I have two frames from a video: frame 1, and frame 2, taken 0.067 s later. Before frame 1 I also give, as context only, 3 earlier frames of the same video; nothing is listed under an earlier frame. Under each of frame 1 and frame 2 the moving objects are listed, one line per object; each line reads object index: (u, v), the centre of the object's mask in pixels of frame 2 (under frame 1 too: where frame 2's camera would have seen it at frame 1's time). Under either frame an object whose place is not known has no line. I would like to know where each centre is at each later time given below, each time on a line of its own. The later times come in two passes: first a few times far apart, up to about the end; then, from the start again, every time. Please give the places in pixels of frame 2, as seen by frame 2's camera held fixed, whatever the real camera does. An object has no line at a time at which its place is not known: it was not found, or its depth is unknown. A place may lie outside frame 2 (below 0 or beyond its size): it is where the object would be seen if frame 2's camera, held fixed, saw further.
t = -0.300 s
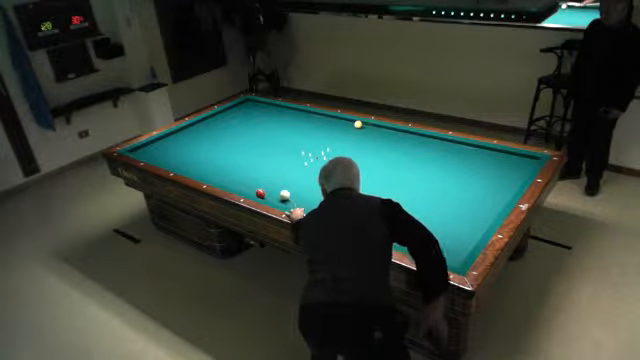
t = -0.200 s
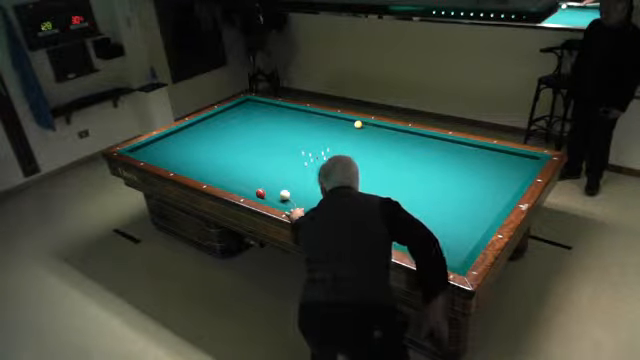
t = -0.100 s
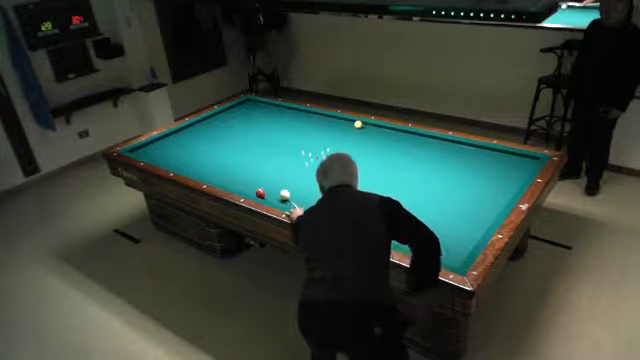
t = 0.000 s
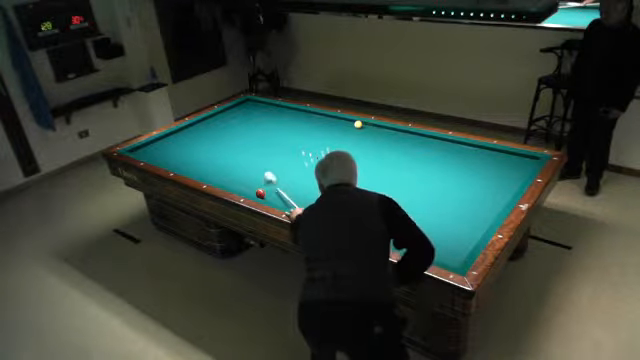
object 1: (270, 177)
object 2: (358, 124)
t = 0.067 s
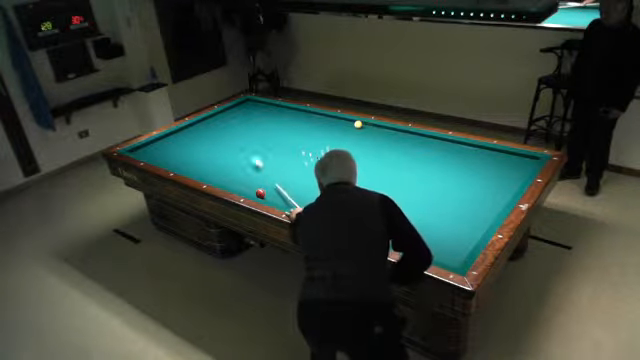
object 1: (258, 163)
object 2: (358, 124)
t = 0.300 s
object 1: (223, 124)
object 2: (358, 124)
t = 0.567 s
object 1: (261, 116)
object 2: (358, 124)
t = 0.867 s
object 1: (334, 120)
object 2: (358, 124)
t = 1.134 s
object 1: (357, 122)
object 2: (375, 134)
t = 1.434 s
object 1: (369, 124)
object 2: (403, 148)
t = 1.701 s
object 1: (380, 127)
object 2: (430, 162)
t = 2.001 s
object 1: (392, 130)
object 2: (463, 180)
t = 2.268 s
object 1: (404, 133)
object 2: (498, 199)
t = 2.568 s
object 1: (416, 136)
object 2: (472, 199)
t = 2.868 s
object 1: (429, 138)
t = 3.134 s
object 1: (440, 141)
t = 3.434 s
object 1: (453, 144)
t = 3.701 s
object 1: (464, 147)
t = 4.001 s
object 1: (476, 149)
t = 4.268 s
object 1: (487, 152)
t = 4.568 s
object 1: (499, 154)
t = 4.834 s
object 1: (510, 156)
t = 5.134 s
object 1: (522, 159)
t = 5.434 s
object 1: (532, 161)
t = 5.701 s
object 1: (526, 162)
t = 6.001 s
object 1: (520, 162)
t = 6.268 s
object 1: (515, 163)
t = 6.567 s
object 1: (510, 163)
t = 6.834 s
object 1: (506, 163)
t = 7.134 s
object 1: (503, 163)
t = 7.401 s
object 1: (500, 163)
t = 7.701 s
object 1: (498, 164)
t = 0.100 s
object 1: (251, 155)
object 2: (358, 124)
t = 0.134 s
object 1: (245, 149)
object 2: (358, 124)
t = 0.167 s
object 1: (241, 144)
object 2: (358, 124)
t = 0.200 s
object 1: (235, 138)
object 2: (358, 124)
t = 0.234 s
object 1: (231, 133)
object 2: (358, 124)
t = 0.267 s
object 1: (227, 128)
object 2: (358, 124)
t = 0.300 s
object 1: (223, 124)
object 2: (358, 124)
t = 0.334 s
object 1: (220, 119)
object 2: (358, 124)
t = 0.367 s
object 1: (216, 116)
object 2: (358, 124)
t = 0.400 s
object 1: (217, 113)
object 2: (358, 124)
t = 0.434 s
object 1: (226, 114)
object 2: (358, 124)
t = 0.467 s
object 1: (235, 115)
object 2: (358, 124)
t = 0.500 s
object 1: (243, 115)
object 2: (358, 124)
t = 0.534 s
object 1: (252, 116)
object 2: (358, 124)
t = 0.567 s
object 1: (261, 116)
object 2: (358, 124)
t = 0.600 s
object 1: (269, 117)
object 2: (358, 124)
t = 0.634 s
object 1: (277, 117)
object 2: (358, 124)
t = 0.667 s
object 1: (286, 118)
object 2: (358, 124)
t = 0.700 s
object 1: (294, 118)
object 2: (358, 124)
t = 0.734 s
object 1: (302, 119)
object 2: (358, 124)
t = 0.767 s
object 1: (310, 119)
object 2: (358, 124)
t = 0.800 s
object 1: (318, 119)
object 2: (358, 124)
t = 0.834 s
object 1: (326, 120)
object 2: (358, 124)
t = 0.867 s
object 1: (334, 120)
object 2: (358, 124)
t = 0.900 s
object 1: (342, 120)
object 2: (358, 124)
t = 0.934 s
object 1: (349, 120)
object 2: (358, 124)
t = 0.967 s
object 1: (353, 121)
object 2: (358, 124)
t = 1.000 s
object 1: (354, 122)
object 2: (362, 126)
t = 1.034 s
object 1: (354, 122)
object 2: (365, 128)
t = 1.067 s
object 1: (355, 122)
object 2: (368, 130)
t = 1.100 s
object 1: (356, 122)
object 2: (372, 132)
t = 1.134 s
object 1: (357, 122)
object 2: (375, 134)
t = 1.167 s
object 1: (358, 123)
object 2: (379, 135)
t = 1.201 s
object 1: (359, 123)
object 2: (381, 137)
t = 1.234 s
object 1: (361, 123)
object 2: (385, 139)
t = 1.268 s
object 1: (362, 123)
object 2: (388, 140)
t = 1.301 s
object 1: (363, 123)
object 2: (391, 142)
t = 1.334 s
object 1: (365, 124)
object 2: (394, 144)
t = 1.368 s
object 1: (367, 124)
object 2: (397, 145)
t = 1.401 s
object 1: (368, 124)
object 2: (400, 146)
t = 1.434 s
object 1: (369, 124)
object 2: (403, 148)
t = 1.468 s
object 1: (371, 124)
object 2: (406, 150)
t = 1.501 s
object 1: (372, 125)
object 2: (409, 152)
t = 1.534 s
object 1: (374, 125)
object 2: (412, 154)
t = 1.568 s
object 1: (375, 126)
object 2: (416, 155)
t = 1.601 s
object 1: (376, 126)
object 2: (420, 157)
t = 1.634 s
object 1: (378, 126)
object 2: (423, 159)
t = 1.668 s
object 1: (379, 126)
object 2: (426, 160)
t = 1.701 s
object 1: (380, 127)
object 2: (430, 162)
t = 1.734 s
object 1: (381, 127)
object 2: (433, 165)
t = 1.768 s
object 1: (383, 128)
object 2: (437, 167)
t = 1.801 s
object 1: (384, 128)
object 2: (440, 168)
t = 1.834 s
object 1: (386, 129)
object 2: (444, 170)
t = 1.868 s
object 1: (387, 129)
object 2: (448, 172)
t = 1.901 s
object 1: (388, 129)
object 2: (452, 174)
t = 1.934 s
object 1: (390, 129)
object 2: (455, 176)
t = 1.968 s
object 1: (391, 130)
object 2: (459, 178)
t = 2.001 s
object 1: (392, 130)
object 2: (463, 180)
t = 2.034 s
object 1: (394, 130)
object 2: (467, 183)
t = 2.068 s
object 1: (395, 131)
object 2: (471, 185)
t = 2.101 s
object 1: (397, 131)
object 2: (476, 187)
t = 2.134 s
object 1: (398, 131)
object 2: (480, 189)
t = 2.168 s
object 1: (399, 131)
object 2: (484, 192)
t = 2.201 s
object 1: (401, 132)
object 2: (489, 194)
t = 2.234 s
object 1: (402, 132)
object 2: (493, 197)
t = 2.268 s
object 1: (404, 133)
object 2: (498, 199)
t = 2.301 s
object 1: (405, 133)
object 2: (502, 201)
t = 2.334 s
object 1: (406, 133)
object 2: (498, 201)
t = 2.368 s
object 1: (408, 134)
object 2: (493, 201)
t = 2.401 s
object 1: (409, 134)
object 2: (489, 200)
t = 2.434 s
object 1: (411, 134)
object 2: (486, 199)
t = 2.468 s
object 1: (412, 135)
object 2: (482, 199)
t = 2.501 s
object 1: (413, 135)
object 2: (479, 199)
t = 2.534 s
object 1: (415, 135)
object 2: (475, 199)
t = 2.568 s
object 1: (416, 136)
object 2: (472, 199)
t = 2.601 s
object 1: (418, 136)
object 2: (468, 198)
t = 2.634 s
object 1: (419, 136)
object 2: (465, 198)
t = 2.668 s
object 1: (420, 136)
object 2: (461, 198)
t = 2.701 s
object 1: (422, 137)
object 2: (458, 198)
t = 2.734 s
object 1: (423, 137)
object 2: (455, 198)
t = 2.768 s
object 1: (425, 137)
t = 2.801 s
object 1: (426, 138)
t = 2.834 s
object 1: (427, 138)
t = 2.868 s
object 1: (429, 138)
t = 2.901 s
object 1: (430, 139)
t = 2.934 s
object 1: (431, 139)
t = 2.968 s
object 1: (433, 139)
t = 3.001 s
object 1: (434, 140)
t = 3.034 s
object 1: (435, 140)
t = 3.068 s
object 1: (437, 140)
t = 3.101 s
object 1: (438, 141)
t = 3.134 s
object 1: (440, 141)
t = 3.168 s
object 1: (441, 141)
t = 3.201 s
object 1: (443, 142)
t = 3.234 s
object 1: (444, 142)
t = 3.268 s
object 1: (446, 142)
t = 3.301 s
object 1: (447, 143)
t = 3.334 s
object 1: (448, 143)
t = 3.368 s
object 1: (449, 143)
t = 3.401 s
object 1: (451, 144)
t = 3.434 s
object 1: (453, 144)
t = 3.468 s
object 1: (454, 144)
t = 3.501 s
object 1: (455, 144)
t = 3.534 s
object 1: (457, 145)
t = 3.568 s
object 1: (458, 145)
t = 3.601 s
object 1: (459, 146)
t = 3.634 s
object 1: (461, 146)
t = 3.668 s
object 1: (462, 146)
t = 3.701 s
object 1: (464, 147)
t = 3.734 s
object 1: (465, 147)
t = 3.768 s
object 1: (466, 147)
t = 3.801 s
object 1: (468, 147)
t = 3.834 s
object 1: (469, 148)
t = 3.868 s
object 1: (470, 148)
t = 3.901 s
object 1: (472, 149)
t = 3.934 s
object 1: (473, 149)
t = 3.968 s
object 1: (474, 149)
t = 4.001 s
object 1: (476, 149)
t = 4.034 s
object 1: (477, 150)
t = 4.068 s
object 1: (478, 150)
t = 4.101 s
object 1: (480, 150)
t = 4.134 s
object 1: (481, 151)
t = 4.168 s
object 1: (483, 151)
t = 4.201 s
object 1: (484, 151)
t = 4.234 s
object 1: (486, 152)
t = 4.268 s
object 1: (487, 152)
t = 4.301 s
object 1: (488, 152)
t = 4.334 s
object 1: (490, 152)
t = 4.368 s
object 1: (491, 153)
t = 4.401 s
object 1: (492, 153)
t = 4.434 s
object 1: (494, 154)
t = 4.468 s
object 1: (495, 154)
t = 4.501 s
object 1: (496, 154)
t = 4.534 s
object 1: (497, 154)
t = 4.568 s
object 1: (499, 154)
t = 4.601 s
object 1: (500, 155)
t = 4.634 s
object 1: (502, 155)
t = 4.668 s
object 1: (503, 155)
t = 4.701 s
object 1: (505, 156)
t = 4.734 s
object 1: (506, 156)
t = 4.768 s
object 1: (507, 156)
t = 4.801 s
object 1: (509, 156)
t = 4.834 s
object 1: (510, 156)
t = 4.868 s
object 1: (511, 157)
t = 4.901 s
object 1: (512, 157)
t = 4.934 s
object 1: (514, 158)
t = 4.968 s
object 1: (515, 158)
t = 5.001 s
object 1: (517, 158)
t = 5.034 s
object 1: (518, 159)
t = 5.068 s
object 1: (519, 159)
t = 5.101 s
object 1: (520, 159)
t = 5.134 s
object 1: (522, 159)
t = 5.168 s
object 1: (523, 160)
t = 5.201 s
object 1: (524, 160)
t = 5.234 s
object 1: (526, 160)
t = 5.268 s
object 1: (527, 161)
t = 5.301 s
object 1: (529, 161)
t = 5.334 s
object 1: (529, 161)
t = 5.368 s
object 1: (531, 161)
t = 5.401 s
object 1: (532, 161)
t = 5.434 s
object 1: (532, 161)
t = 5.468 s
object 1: (531, 161)
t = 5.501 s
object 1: (531, 162)
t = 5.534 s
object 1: (529, 162)
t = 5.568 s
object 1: (529, 162)
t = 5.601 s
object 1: (528, 162)
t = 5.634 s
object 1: (528, 162)
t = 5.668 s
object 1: (527, 162)
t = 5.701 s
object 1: (526, 162)
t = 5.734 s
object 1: (525, 162)
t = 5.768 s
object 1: (524, 162)
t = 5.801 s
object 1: (524, 162)
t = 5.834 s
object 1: (523, 162)
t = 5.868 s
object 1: (523, 162)
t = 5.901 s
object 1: (522, 162)
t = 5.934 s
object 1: (521, 162)
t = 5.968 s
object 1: (521, 162)
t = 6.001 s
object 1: (520, 162)
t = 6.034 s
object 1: (520, 162)
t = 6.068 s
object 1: (519, 162)
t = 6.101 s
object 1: (518, 162)
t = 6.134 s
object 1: (518, 162)
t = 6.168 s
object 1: (517, 162)
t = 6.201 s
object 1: (517, 163)
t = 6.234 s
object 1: (516, 162)
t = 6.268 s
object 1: (515, 163)
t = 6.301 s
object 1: (514, 163)
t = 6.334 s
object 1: (514, 163)
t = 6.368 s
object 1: (513, 163)
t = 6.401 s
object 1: (513, 163)
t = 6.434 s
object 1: (512, 163)
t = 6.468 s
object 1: (512, 163)
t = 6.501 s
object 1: (511, 163)
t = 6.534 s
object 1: (511, 163)
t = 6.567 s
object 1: (510, 163)
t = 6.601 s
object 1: (510, 163)
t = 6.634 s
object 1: (509, 163)
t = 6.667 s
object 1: (509, 163)
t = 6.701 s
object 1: (508, 163)
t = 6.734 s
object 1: (508, 163)
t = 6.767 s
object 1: (507, 163)
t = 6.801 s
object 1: (506, 163)
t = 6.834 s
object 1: (506, 163)
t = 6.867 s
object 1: (506, 163)
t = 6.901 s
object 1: (506, 163)
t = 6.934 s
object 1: (505, 163)
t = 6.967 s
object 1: (505, 163)
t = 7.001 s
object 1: (505, 163)
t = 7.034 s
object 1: (505, 163)
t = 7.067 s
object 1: (504, 163)
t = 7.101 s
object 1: (503, 163)
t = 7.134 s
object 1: (503, 163)
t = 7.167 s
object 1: (502, 163)
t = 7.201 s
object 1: (502, 163)
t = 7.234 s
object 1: (502, 163)
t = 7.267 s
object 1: (501, 163)
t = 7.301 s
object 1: (501, 163)
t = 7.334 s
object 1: (501, 163)
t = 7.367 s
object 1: (500, 163)
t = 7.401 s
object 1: (500, 163)
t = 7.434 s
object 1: (500, 163)
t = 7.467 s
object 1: (499, 163)
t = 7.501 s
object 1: (499, 163)
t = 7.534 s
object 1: (499, 163)
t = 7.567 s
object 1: (498, 163)
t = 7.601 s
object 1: (498, 164)
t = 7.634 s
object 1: (498, 163)
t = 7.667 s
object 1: (498, 163)
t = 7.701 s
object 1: (498, 164)
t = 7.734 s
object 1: (498, 164)
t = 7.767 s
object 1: (497, 164)
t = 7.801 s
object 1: (497, 164)
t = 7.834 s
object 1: (496, 164)
